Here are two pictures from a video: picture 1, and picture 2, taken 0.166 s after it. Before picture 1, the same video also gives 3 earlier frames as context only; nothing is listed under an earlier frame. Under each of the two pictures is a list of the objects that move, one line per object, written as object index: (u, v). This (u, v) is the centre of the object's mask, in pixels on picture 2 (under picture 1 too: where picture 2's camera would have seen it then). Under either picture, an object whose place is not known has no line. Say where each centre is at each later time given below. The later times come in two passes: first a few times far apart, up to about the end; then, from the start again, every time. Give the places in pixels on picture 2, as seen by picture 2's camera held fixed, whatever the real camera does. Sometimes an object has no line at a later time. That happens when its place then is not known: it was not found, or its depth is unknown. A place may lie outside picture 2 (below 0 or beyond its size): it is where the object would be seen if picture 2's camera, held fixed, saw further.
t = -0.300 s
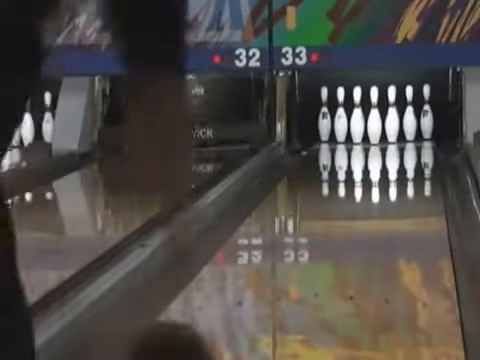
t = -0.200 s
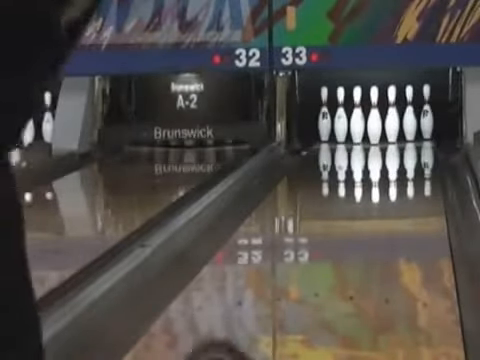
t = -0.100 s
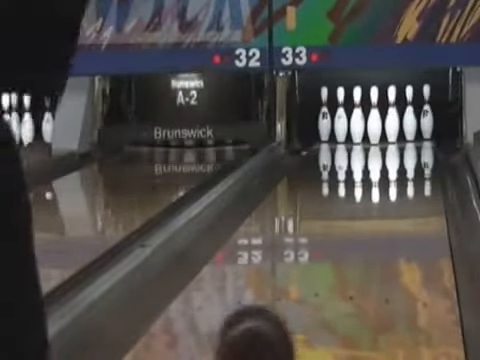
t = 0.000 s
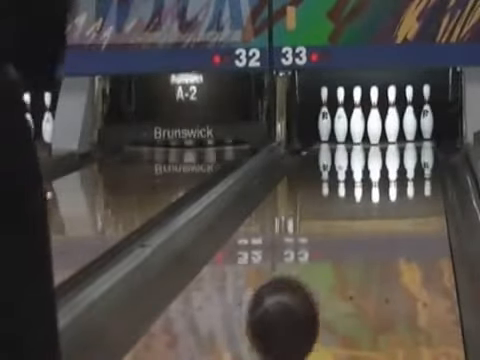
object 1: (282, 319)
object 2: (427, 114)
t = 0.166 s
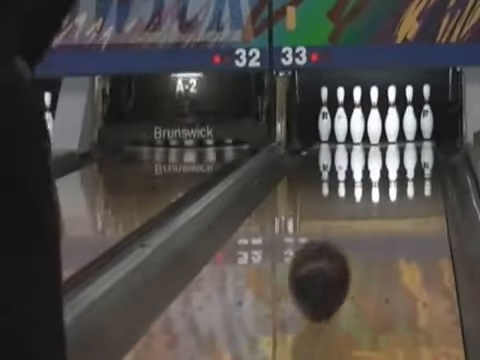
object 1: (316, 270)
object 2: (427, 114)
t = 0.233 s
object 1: (327, 257)
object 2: (427, 114)
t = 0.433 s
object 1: (354, 222)
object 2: (427, 114)
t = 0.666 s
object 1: (375, 195)
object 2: (427, 114)
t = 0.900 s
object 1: (391, 172)
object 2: (427, 114)
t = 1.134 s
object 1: (401, 156)
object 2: (427, 114)
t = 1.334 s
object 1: (407, 143)
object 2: (427, 115)
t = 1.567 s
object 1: (404, 139)
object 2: (427, 114)
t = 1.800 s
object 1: (394, 131)
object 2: (427, 114)
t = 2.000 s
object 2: (427, 115)
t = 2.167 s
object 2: (422, 115)
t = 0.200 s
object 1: (321, 263)
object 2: (427, 114)
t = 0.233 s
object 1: (327, 257)
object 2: (427, 114)
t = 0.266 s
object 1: (331, 246)
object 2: (427, 114)
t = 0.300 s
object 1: (336, 241)
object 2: (427, 114)
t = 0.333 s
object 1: (340, 236)
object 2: (427, 114)
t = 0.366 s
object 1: (345, 232)
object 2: (427, 114)
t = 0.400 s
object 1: (351, 228)
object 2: (427, 114)
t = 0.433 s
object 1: (354, 222)
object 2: (427, 114)
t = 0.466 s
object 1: (357, 218)
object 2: (427, 114)
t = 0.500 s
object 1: (360, 215)
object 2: (426, 114)
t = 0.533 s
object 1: (365, 213)
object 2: (427, 114)
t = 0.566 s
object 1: (367, 208)
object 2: (427, 114)
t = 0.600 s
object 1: (370, 204)
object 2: (427, 114)
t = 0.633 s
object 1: (373, 200)
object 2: (427, 114)
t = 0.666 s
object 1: (375, 195)
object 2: (427, 114)
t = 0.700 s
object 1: (378, 192)
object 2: (427, 114)
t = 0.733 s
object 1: (381, 187)
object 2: (426, 114)
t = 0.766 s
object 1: (382, 184)
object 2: (426, 114)
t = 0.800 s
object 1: (385, 181)
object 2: (426, 114)
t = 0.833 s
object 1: (387, 178)
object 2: (426, 114)
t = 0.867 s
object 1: (389, 175)
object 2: (427, 114)
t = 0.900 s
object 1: (391, 172)
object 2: (427, 114)
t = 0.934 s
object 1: (394, 174)
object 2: (427, 114)
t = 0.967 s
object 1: (394, 167)
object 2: (427, 114)
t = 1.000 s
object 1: (397, 164)
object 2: (427, 114)
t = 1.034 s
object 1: (398, 162)
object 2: (427, 114)
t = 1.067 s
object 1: (398, 160)
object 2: (427, 114)
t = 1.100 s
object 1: (400, 157)
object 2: (427, 114)
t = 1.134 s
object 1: (401, 156)
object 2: (427, 114)
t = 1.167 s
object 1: (402, 154)
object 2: (427, 114)
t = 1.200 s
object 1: (403, 152)
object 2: (426, 114)
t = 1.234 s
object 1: (405, 149)
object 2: (427, 114)
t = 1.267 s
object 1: (405, 147)
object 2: (427, 114)
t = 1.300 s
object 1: (406, 149)
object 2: (427, 114)
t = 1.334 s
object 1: (407, 143)
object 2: (427, 115)
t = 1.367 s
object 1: (408, 140)
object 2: (427, 114)
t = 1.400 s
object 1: (407, 139)
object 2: (427, 114)
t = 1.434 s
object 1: (406, 139)
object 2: (427, 114)
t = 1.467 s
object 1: (406, 138)
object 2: (427, 114)
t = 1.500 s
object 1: (406, 136)
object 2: (427, 114)
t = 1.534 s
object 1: (404, 136)
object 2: (427, 114)
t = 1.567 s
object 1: (404, 139)
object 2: (427, 114)
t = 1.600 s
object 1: (404, 139)
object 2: (427, 114)
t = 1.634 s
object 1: (403, 138)
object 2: (427, 115)
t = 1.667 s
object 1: (401, 137)
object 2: (427, 115)
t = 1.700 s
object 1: (399, 135)
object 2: (427, 114)
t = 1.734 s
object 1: (398, 134)
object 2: (427, 114)
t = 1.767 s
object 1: (396, 133)
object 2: (427, 114)
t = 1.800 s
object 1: (394, 131)
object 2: (427, 114)
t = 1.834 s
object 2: (427, 115)
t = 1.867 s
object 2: (427, 115)
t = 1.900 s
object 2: (427, 114)
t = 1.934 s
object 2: (427, 114)
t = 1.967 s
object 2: (427, 114)
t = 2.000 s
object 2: (427, 115)
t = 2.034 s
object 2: (427, 114)
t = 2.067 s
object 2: (427, 115)
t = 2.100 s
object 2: (427, 115)
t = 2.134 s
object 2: (425, 115)
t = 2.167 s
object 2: (422, 115)
